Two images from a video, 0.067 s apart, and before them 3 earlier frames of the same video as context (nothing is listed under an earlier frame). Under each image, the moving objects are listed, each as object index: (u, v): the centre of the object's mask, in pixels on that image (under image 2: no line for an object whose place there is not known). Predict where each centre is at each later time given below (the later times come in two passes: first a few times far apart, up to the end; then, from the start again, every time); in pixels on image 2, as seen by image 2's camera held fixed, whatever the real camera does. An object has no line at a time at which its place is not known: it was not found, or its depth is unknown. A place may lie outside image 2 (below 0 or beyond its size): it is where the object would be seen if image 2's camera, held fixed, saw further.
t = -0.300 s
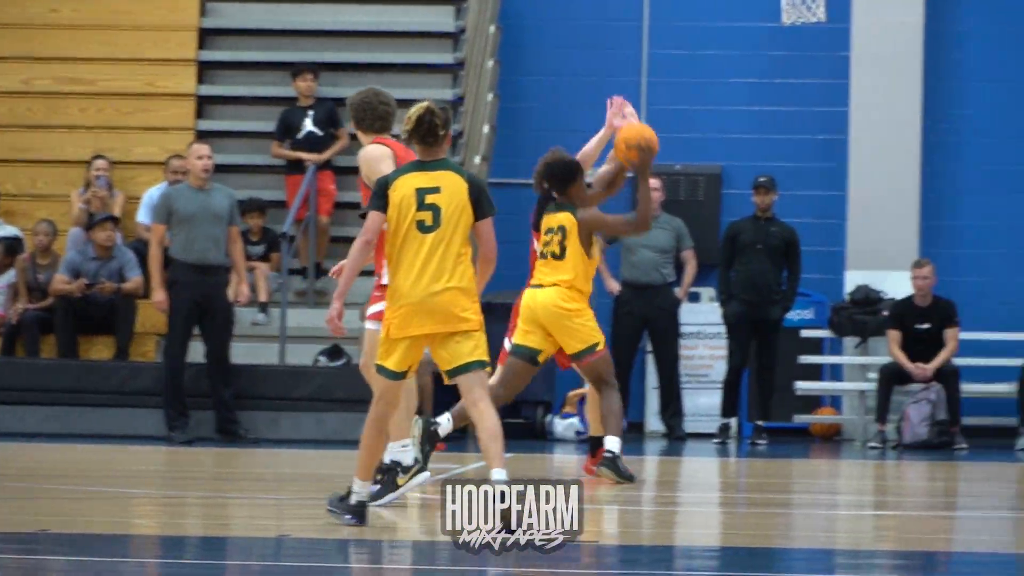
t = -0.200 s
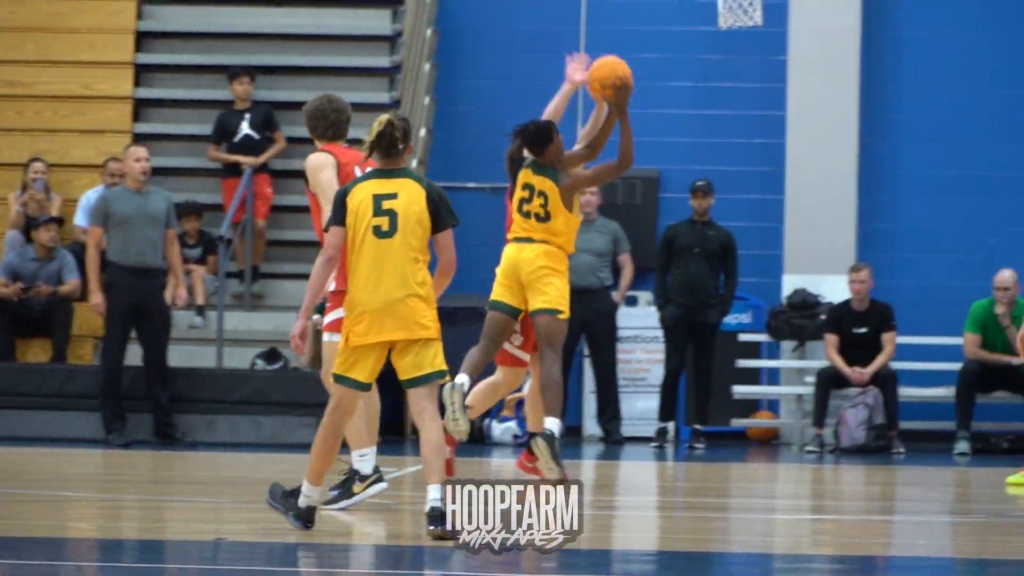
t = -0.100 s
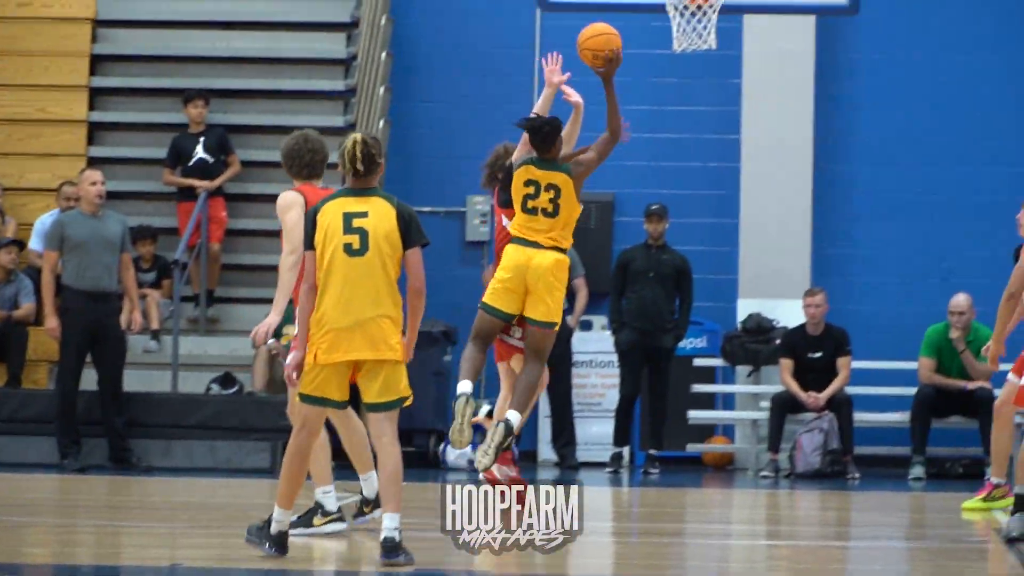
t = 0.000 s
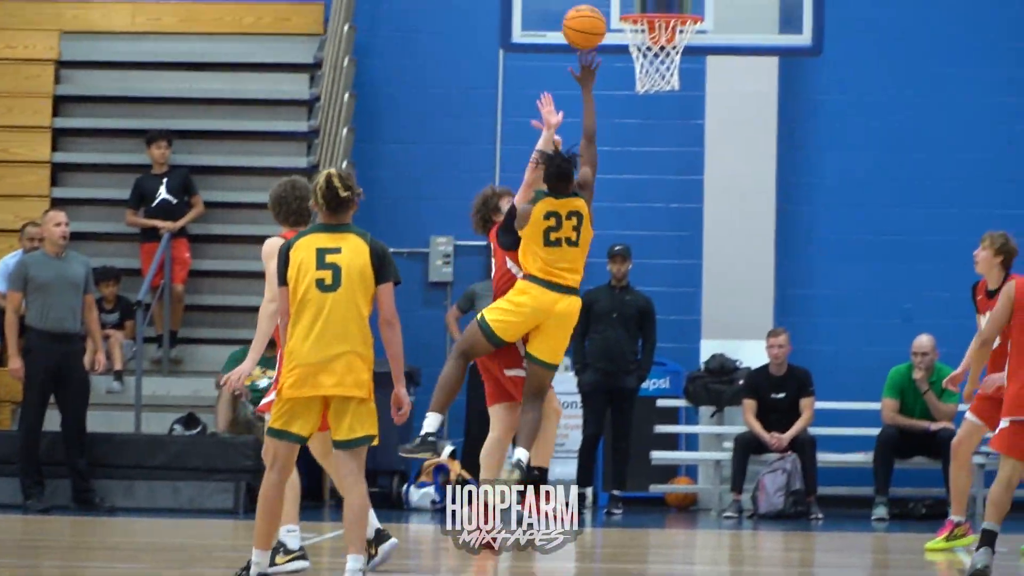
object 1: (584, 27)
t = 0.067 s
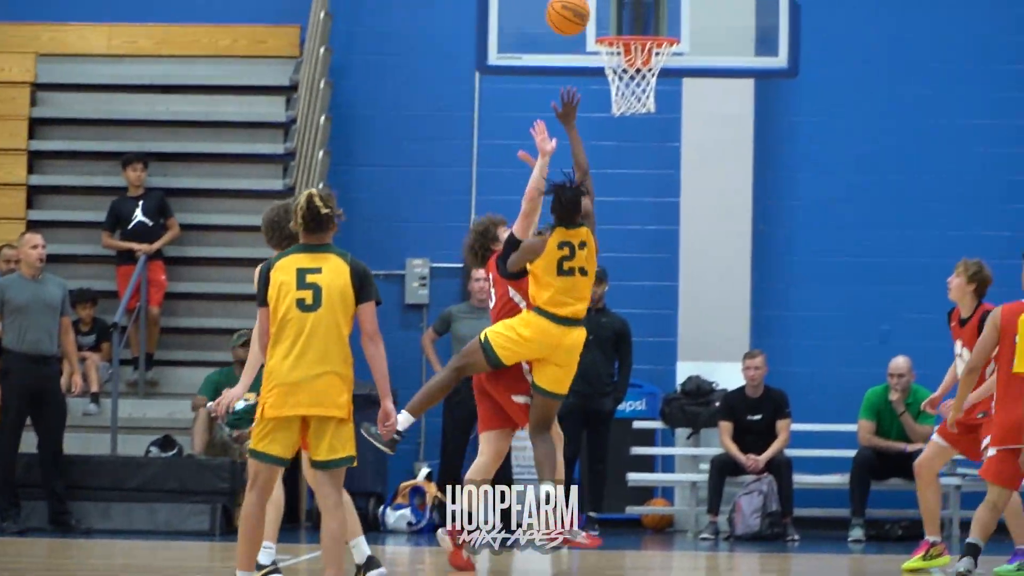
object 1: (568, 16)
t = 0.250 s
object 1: (588, -44)
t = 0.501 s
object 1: (613, -33)
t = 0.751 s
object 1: (634, 72)
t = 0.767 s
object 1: (635, 73)
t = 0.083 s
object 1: (570, 9)
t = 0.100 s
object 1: (572, 3)
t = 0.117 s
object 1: (574, -3)
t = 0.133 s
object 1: (576, -8)
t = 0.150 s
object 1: (577, -14)
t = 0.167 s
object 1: (579, -19)
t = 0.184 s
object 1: (581, -25)
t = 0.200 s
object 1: (583, -30)
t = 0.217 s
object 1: (585, -35)
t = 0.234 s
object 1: (587, -40)
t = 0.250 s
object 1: (588, -44)
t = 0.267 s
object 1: (590, -49)
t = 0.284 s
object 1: (592, -53)
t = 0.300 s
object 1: (593, -57)
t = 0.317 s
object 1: (595, -59)
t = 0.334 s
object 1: (597, -59)
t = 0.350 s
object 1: (598, -59)
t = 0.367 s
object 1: (600, -58)
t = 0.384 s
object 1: (601, -57)
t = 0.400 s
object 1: (603, -55)
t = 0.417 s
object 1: (605, -52)
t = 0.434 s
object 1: (607, -49)
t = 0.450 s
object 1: (608, -46)
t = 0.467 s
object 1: (610, -42)
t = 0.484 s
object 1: (612, -37)
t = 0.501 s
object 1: (613, -33)
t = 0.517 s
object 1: (615, -27)
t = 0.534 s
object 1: (616, -21)
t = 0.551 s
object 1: (618, -15)
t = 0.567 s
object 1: (620, -8)
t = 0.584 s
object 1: (621, -2)
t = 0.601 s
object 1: (622, 6)
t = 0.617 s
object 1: (624, 12)
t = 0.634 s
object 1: (625, 17)
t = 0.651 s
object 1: (626, 22)
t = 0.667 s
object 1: (627, 26)
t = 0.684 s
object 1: (630, 50)
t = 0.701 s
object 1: (631, 58)
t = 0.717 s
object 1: (633, 63)
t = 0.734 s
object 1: (633, 66)
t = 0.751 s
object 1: (634, 72)
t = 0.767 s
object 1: (635, 73)
